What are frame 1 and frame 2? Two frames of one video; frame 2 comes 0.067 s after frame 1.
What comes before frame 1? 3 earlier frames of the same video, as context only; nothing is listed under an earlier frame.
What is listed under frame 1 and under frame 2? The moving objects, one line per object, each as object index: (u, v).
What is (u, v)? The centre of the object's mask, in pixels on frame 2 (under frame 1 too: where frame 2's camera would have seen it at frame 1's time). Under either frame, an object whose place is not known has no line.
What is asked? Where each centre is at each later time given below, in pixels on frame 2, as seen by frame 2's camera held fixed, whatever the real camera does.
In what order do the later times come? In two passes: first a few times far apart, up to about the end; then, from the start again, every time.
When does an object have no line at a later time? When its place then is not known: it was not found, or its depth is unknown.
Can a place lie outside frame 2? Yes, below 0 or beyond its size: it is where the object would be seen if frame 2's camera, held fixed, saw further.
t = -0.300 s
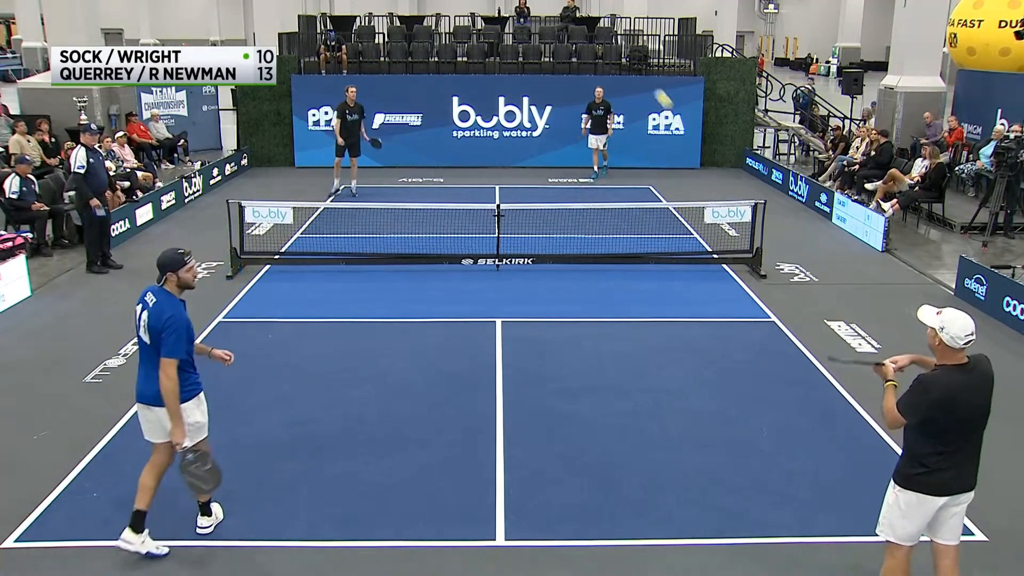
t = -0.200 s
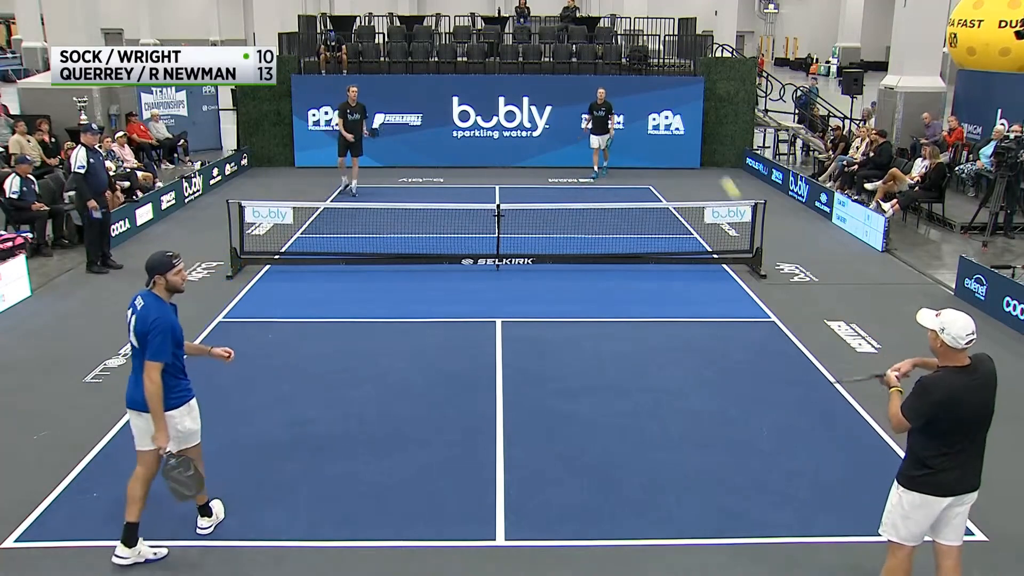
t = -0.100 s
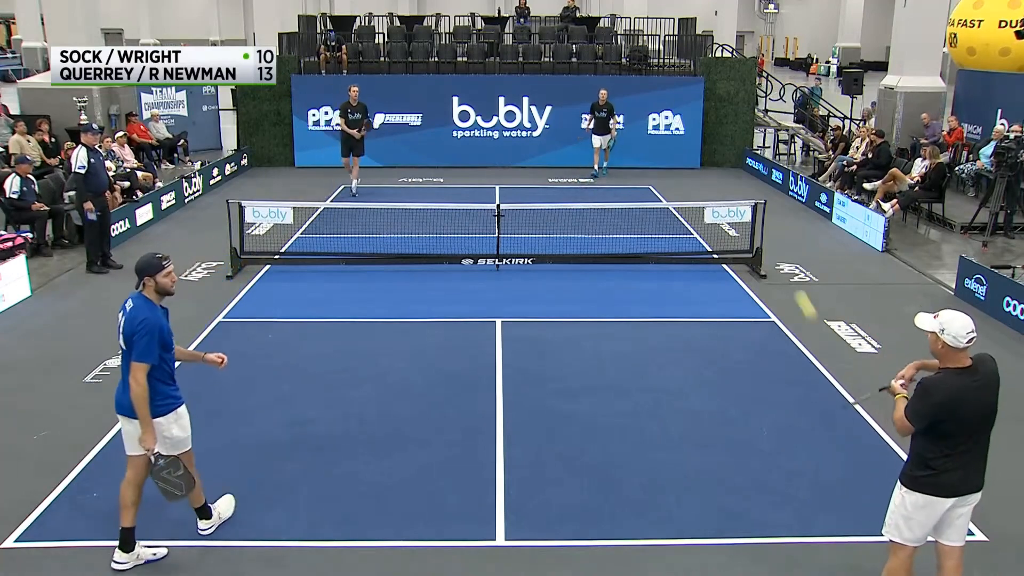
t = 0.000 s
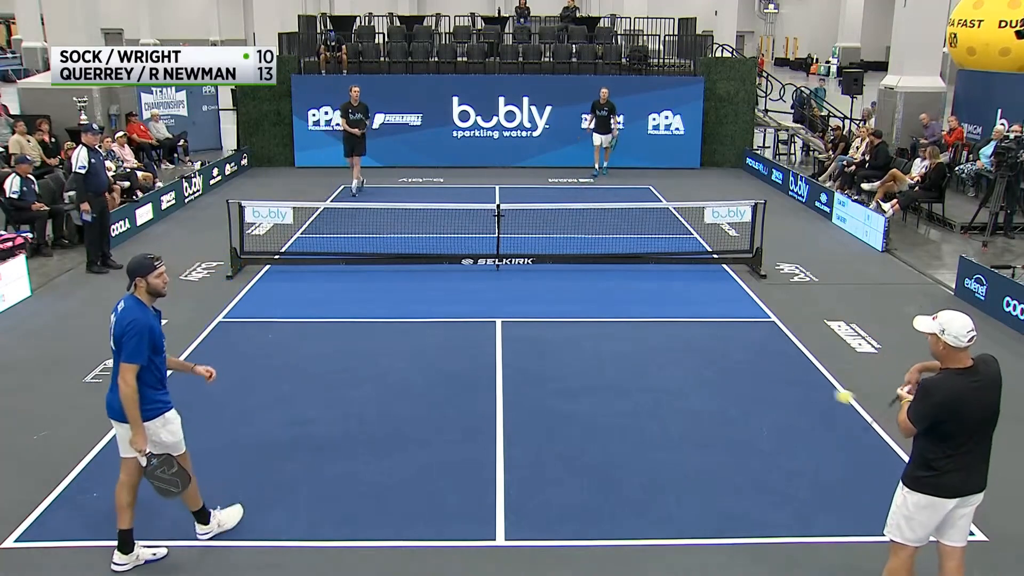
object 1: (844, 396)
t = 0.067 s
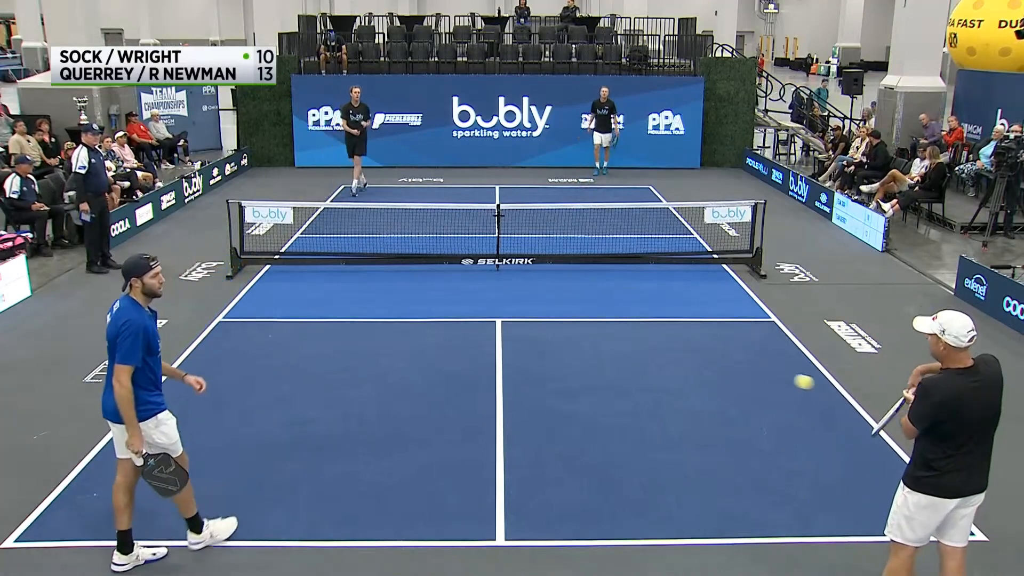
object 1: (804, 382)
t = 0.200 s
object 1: (725, 376)
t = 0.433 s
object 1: (602, 433)
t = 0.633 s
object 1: (516, 499)
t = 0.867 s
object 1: (442, 428)
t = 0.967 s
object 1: (412, 421)
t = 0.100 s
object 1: (783, 378)
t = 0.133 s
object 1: (764, 375)
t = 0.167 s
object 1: (745, 375)
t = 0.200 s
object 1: (725, 376)
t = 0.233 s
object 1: (706, 380)
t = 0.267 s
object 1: (688, 385)
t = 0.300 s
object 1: (670, 391)
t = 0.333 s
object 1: (652, 400)
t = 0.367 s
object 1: (635, 409)
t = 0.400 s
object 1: (618, 420)
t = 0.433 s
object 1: (602, 433)
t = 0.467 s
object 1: (586, 446)
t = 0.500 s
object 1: (571, 461)
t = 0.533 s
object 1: (556, 477)
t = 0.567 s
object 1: (542, 494)
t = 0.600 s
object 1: (527, 512)
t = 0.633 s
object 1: (516, 499)
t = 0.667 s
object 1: (507, 485)
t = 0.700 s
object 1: (493, 470)
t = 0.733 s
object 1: (484, 459)
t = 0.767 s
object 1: (474, 448)
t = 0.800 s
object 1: (463, 440)
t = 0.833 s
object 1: (453, 433)
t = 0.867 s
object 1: (442, 428)
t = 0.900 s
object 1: (432, 424)
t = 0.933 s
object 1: (422, 422)
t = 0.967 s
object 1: (412, 421)
